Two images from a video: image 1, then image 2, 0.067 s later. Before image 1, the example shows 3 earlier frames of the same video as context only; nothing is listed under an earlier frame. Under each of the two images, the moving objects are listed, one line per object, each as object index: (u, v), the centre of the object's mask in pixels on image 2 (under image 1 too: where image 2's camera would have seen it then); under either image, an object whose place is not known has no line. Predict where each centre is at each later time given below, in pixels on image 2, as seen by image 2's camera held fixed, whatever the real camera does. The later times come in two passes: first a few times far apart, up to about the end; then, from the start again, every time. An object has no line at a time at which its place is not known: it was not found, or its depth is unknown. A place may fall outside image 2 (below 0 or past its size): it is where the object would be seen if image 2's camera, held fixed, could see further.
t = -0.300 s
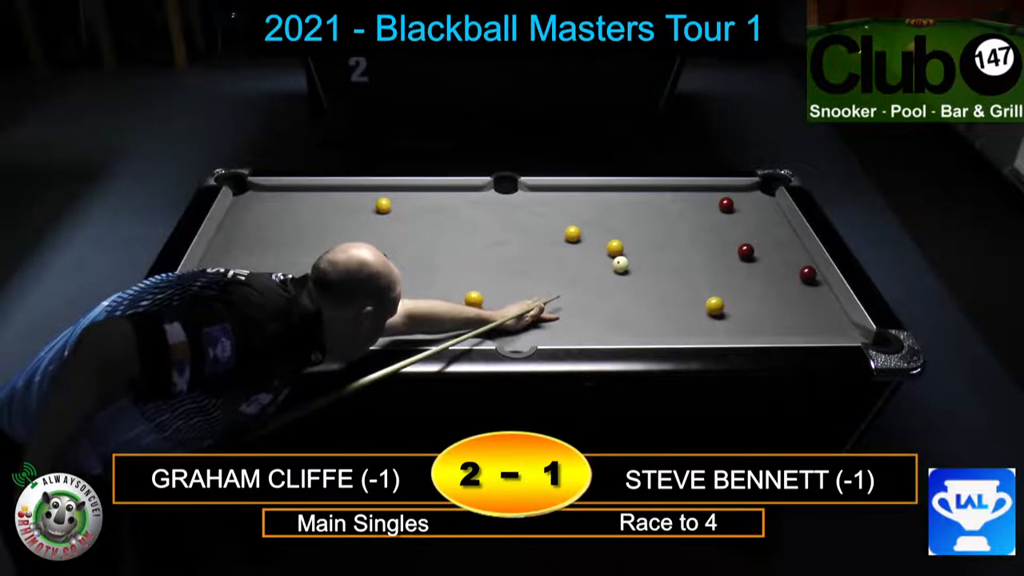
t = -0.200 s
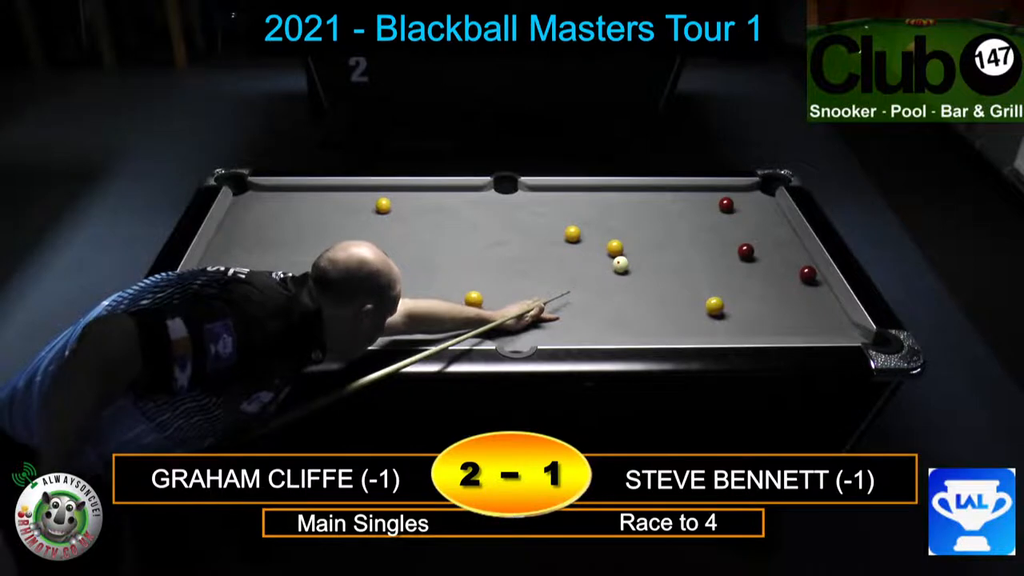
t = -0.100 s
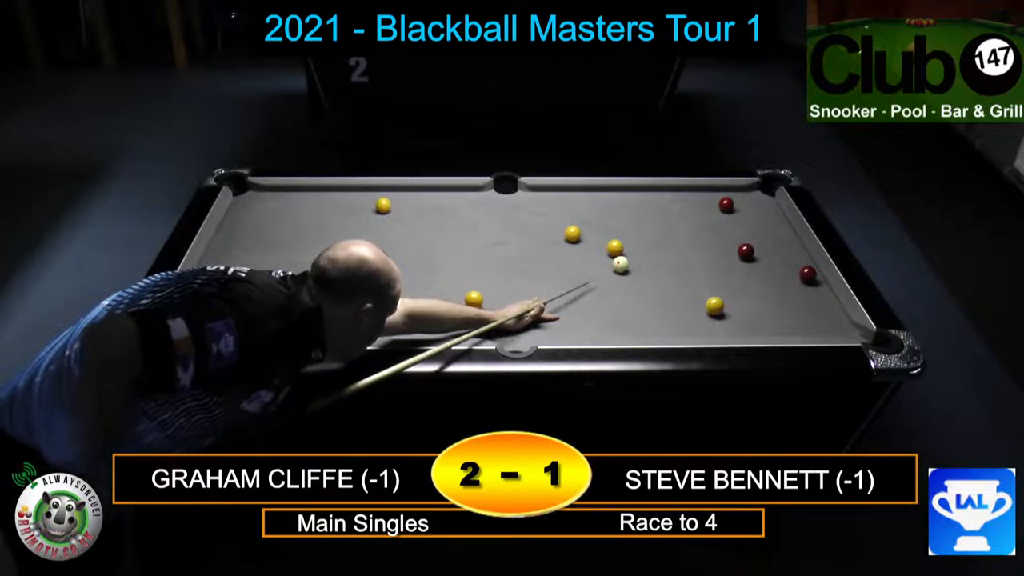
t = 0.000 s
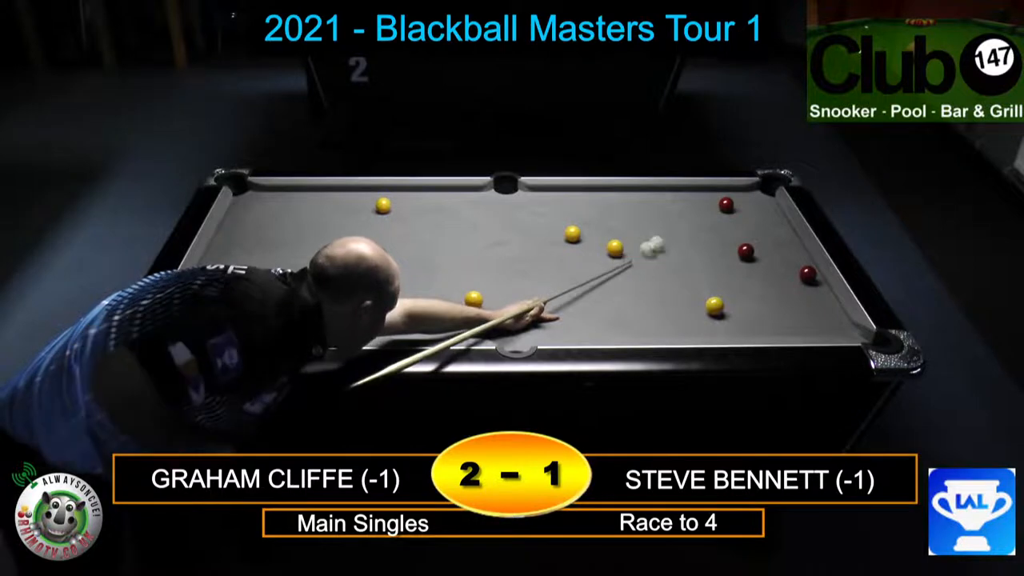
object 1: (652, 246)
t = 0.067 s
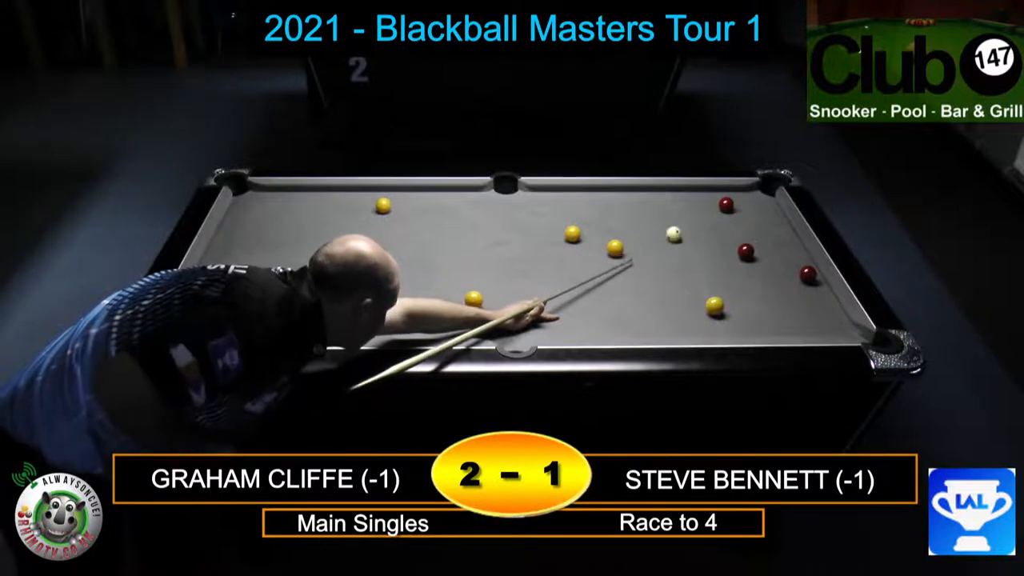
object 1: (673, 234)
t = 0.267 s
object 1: (711, 209)
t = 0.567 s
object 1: (690, 208)
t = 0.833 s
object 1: (674, 207)
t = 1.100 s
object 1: (661, 207)
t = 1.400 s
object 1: (646, 207)
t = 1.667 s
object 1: (637, 206)
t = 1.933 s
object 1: (628, 206)
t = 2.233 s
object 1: (620, 206)
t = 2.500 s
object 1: (616, 206)
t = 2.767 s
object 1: (614, 205)
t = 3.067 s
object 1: (614, 205)
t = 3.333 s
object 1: (614, 205)
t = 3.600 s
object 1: (614, 205)
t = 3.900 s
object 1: (614, 205)
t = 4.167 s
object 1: (614, 205)
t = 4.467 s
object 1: (614, 205)
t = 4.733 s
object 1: (614, 205)
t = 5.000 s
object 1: (614, 205)
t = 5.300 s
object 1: (613, 205)
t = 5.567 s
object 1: (613, 205)
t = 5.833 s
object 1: (613, 205)
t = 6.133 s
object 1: (613, 205)
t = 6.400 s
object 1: (614, 205)
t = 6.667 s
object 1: (613, 205)
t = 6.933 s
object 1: (613, 205)
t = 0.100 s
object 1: (686, 227)
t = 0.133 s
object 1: (699, 219)
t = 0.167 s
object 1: (712, 212)
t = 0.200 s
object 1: (714, 209)
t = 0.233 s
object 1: (712, 209)
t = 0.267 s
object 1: (711, 209)
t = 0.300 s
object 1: (709, 208)
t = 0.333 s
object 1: (706, 208)
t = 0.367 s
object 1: (703, 208)
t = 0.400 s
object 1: (701, 208)
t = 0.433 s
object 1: (699, 208)
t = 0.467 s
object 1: (697, 208)
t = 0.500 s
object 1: (695, 208)
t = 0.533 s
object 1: (692, 208)
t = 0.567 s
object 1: (690, 208)
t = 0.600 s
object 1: (688, 207)
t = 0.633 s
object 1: (686, 207)
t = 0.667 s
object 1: (684, 207)
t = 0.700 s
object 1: (683, 207)
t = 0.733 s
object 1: (680, 207)
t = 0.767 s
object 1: (678, 207)
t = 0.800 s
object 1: (676, 207)
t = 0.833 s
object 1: (674, 207)
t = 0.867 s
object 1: (673, 207)
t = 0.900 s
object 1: (671, 207)
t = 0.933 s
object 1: (669, 207)
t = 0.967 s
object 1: (667, 207)
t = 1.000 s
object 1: (665, 207)
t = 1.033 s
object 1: (663, 207)
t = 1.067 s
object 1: (662, 207)
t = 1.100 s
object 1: (661, 207)
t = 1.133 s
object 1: (659, 207)
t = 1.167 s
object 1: (657, 207)
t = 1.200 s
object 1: (655, 207)
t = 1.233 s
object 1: (654, 207)
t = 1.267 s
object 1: (653, 207)
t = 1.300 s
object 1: (652, 207)
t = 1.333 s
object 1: (650, 207)
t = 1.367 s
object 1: (648, 207)
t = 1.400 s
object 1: (646, 207)
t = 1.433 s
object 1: (645, 207)
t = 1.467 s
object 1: (644, 207)
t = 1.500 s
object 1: (643, 207)
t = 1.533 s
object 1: (641, 207)
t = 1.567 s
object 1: (640, 207)
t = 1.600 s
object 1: (638, 207)
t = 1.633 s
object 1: (637, 206)
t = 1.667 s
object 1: (637, 206)
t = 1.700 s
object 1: (635, 206)
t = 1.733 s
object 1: (634, 206)
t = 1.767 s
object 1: (633, 206)
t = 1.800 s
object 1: (631, 206)
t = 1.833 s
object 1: (630, 206)
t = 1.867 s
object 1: (630, 206)
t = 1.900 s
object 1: (629, 206)
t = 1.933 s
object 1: (628, 206)
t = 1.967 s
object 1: (627, 206)
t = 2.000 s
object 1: (626, 206)
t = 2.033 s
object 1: (625, 206)
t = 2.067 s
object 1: (624, 206)
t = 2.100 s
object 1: (624, 206)
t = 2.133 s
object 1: (623, 206)
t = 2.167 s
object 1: (622, 206)
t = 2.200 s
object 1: (621, 206)
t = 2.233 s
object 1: (620, 206)
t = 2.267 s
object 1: (620, 206)
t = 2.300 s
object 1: (619, 206)
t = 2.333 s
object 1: (619, 206)
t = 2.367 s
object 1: (618, 206)
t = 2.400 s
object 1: (617, 206)
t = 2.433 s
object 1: (617, 206)
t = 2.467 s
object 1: (616, 206)
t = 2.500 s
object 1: (616, 206)
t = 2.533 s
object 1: (616, 206)
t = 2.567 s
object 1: (615, 206)
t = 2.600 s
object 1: (615, 205)
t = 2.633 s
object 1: (615, 206)
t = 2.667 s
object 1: (614, 206)
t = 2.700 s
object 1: (615, 205)
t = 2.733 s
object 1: (614, 205)
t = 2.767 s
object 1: (614, 205)
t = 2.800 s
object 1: (614, 205)
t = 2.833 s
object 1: (614, 205)
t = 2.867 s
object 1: (614, 205)
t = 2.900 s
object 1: (614, 205)
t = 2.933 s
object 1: (614, 205)
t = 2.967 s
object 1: (614, 205)
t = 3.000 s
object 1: (614, 205)
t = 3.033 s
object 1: (614, 205)
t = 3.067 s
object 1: (614, 205)
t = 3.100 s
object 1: (614, 205)
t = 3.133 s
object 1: (614, 205)
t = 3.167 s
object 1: (614, 205)
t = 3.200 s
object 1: (614, 205)
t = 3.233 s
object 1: (614, 205)
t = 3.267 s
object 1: (614, 205)
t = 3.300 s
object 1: (614, 205)
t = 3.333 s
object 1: (614, 205)
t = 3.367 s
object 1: (614, 205)
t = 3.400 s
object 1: (614, 205)
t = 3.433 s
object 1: (614, 205)
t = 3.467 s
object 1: (614, 205)
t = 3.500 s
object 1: (614, 205)
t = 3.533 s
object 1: (614, 205)
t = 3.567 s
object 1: (614, 205)
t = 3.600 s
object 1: (614, 205)
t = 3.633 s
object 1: (614, 205)
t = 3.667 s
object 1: (614, 205)
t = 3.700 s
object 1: (614, 205)
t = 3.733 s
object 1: (614, 205)
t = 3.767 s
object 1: (614, 205)
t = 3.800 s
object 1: (614, 205)
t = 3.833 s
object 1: (614, 205)
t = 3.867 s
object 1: (614, 205)
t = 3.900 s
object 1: (614, 205)
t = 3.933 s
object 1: (614, 205)
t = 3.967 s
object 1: (614, 205)
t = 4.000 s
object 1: (614, 205)
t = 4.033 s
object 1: (614, 205)
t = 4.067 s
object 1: (614, 205)
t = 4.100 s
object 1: (614, 205)
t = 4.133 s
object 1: (614, 205)
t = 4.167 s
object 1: (614, 205)
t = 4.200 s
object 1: (614, 205)
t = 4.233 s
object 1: (614, 205)
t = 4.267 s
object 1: (614, 205)
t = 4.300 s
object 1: (614, 205)
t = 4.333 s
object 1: (614, 205)
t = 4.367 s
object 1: (614, 205)
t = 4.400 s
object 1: (614, 205)
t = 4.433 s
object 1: (614, 205)
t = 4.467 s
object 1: (614, 205)
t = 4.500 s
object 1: (614, 205)
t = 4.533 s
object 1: (614, 205)
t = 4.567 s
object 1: (614, 205)
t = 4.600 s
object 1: (614, 205)
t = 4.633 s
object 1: (614, 205)
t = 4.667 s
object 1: (614, 205)
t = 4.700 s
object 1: (614, 205)
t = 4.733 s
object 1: (614, 205)
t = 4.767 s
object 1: (614, 205)
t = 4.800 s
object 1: (614, 205)
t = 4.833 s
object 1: (614, 205)
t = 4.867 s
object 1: (614, 205)
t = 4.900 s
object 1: (614, 205)
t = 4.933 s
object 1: (614, 205)
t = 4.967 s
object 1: (614, 205)
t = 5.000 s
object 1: (614, 205)
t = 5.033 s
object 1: (613, 205)
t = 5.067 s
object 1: (613, 205)
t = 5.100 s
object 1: (613, 205)
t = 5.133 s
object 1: (613, 205)
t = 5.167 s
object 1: (614, 205)
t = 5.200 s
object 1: (613, 205)
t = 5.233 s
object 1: (613, 205)
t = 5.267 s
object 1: (613, 205)
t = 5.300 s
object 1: (613, 205)
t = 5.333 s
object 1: (613, 205)
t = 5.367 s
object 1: (614, 205)
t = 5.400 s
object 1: (613, 205)
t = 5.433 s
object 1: (613, 205)
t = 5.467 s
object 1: (613, 205)
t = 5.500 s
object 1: (613, 205)
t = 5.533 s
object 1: (613, 205)
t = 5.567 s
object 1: (613, 205)
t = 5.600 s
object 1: (613, 205)
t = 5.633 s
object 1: (613, 205)
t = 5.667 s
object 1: (613, 205)
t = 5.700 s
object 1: (613, 205)
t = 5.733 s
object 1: (613, 205)
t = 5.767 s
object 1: (613, 205)
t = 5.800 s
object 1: (613, 205)
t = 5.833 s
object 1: (613, 205)
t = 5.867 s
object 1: (613, 205)
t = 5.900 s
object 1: (613, 205)
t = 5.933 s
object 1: (613, 205)
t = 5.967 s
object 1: (613, 205)
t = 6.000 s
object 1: (613, 205)
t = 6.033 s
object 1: (613, 205)
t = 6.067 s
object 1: (613, 205)
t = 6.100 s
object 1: (613, 205)
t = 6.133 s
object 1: (613, 205)
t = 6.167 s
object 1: (613, 205)
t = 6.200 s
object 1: (613, 205)
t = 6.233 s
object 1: (613, 205)
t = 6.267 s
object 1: (613, 205)
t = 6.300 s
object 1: (613, 205)
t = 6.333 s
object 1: (613, 205)
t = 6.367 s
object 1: (614, 205)
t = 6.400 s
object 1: (614, 205)
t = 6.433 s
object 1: (614, 205)
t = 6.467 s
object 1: (614, 205)
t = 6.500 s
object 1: (614, 205)
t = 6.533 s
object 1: (613, 205)
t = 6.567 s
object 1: (613, 205)
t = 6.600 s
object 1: (613, 205)
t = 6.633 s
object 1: (613, 205)
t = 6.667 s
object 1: (613, 205)
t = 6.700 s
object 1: (613, 205)
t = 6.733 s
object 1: (614, 205)
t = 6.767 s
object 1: (614, 205)
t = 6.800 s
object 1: (614, 205)
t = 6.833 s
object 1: (614, 205)
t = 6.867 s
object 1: (614, 205)
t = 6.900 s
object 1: (613, 205)
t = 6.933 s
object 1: (613, 205)
